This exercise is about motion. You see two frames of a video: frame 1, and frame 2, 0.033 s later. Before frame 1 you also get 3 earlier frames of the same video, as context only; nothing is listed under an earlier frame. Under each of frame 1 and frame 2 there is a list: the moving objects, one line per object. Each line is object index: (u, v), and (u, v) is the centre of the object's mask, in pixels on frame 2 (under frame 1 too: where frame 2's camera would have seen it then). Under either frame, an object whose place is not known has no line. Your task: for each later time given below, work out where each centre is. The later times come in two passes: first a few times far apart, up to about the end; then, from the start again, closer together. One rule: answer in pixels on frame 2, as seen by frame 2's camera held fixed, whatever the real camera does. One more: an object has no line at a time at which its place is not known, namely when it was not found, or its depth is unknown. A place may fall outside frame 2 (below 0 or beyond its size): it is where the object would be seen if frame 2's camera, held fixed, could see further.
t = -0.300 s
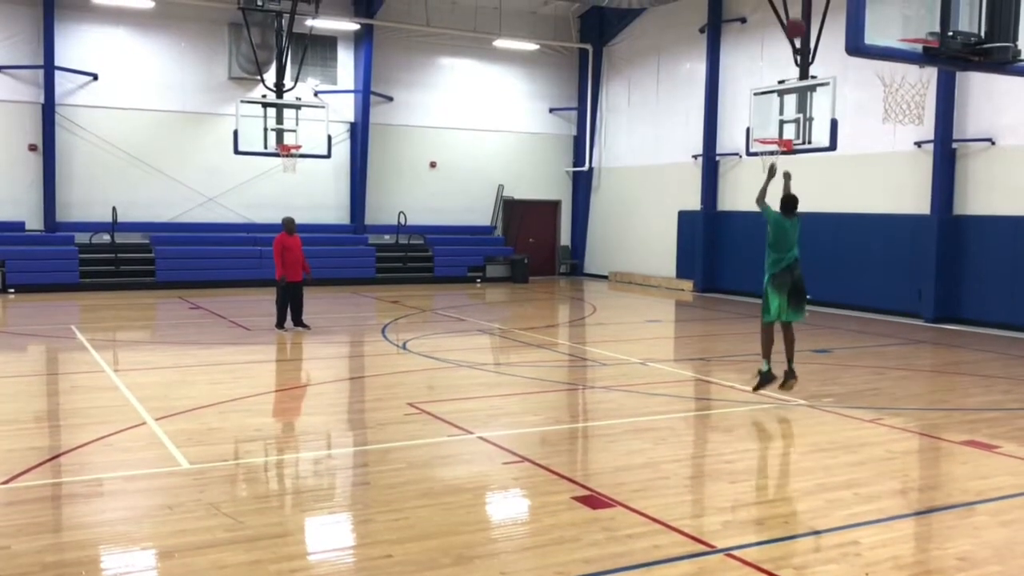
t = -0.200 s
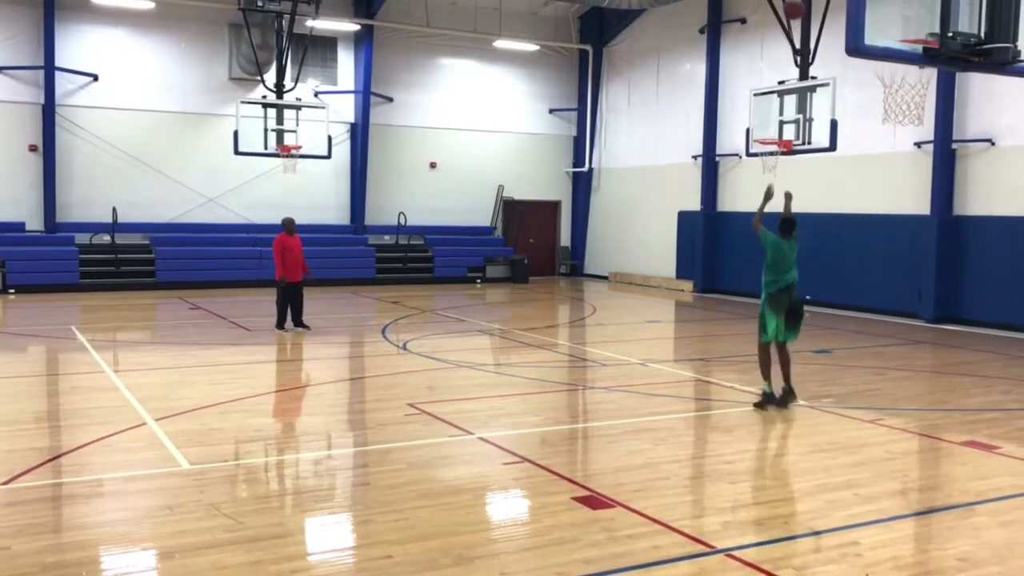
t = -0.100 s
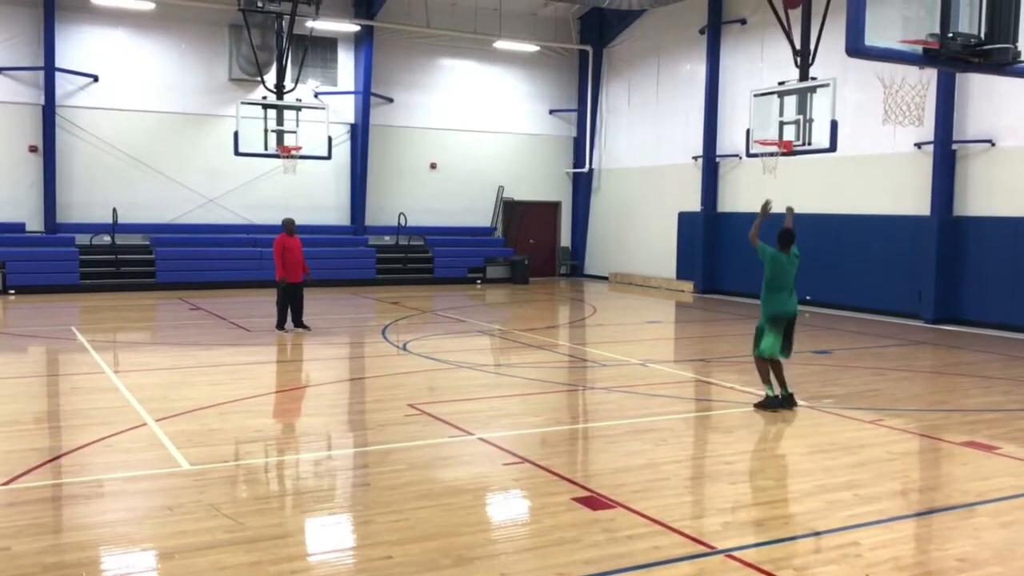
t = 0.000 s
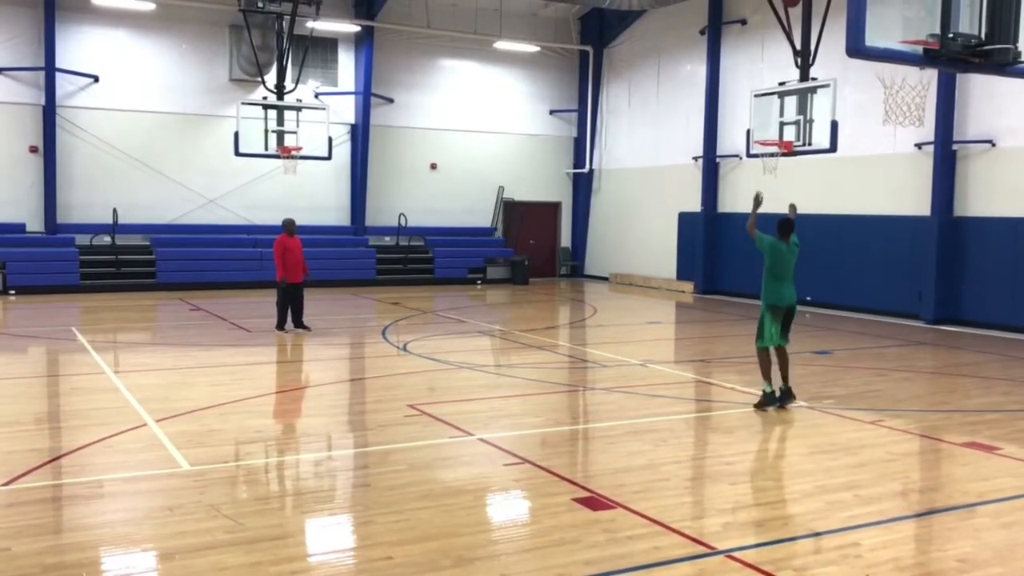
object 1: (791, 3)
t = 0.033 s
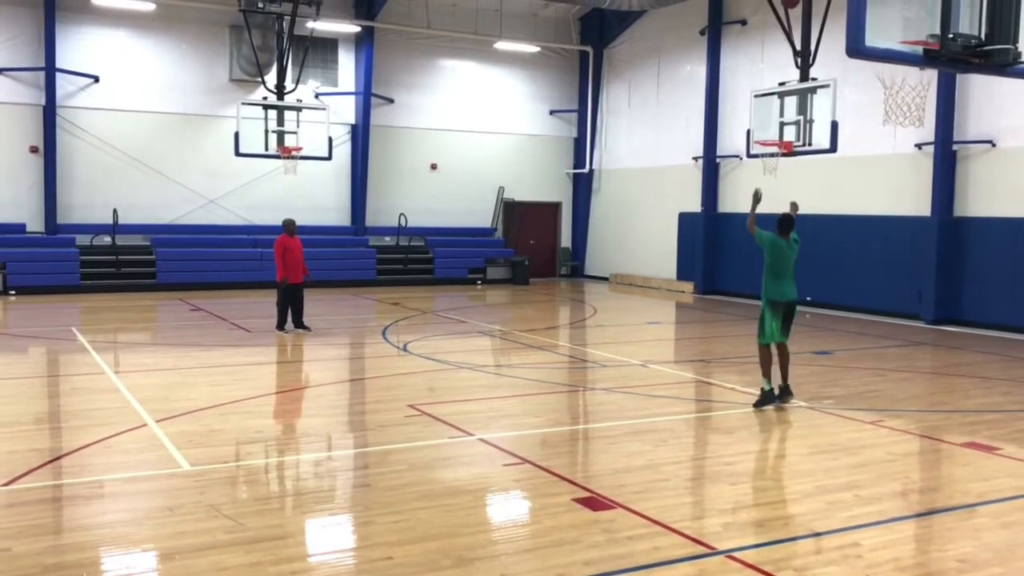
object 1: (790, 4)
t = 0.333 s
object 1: (783, 43)
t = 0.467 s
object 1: (780, 79)
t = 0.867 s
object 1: (795, 215)
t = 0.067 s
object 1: (789, 4)
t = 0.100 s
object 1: (788, 6)
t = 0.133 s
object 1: (788, 7)
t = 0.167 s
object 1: (787, 12)
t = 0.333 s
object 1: (783, 43)
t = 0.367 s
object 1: (782, 51)
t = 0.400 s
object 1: (782, 59)
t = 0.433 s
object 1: (781, 69)
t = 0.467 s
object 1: (780, 79)
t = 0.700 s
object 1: (779, 157)
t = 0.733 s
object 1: (782, 166)
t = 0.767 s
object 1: (785, 177)
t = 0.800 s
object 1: (788, 190)
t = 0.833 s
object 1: (790, 202)
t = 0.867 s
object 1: (795, 215)
